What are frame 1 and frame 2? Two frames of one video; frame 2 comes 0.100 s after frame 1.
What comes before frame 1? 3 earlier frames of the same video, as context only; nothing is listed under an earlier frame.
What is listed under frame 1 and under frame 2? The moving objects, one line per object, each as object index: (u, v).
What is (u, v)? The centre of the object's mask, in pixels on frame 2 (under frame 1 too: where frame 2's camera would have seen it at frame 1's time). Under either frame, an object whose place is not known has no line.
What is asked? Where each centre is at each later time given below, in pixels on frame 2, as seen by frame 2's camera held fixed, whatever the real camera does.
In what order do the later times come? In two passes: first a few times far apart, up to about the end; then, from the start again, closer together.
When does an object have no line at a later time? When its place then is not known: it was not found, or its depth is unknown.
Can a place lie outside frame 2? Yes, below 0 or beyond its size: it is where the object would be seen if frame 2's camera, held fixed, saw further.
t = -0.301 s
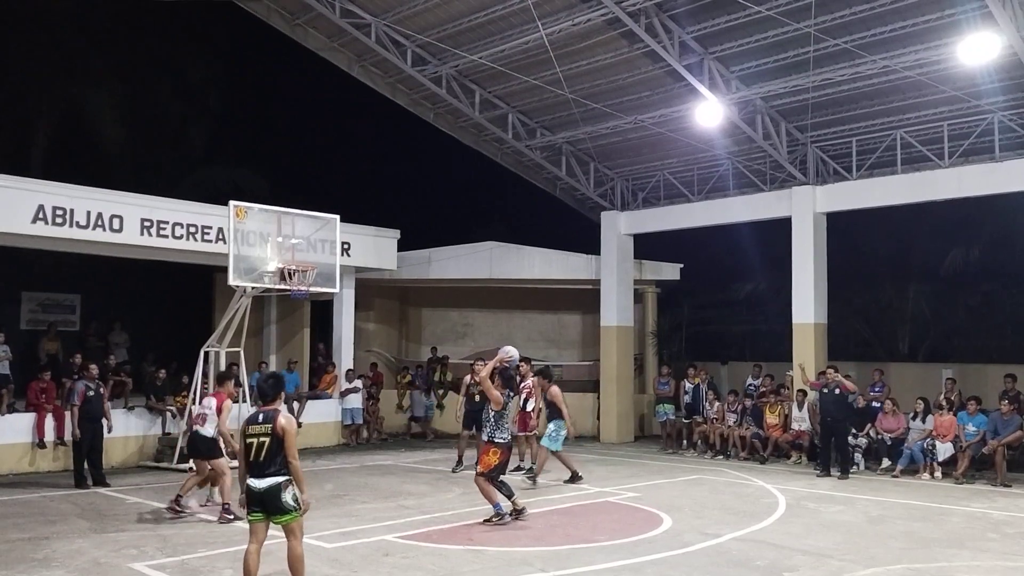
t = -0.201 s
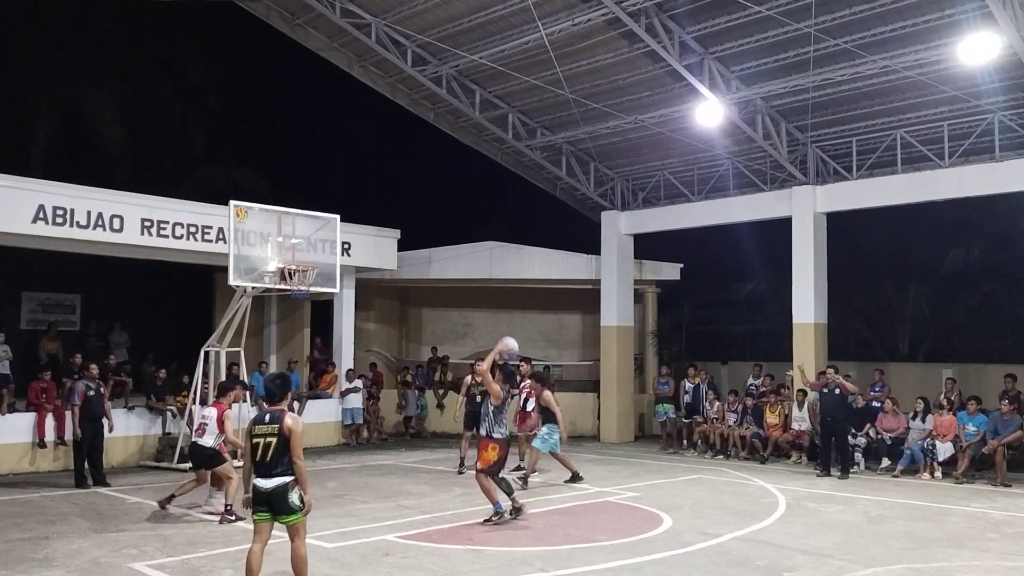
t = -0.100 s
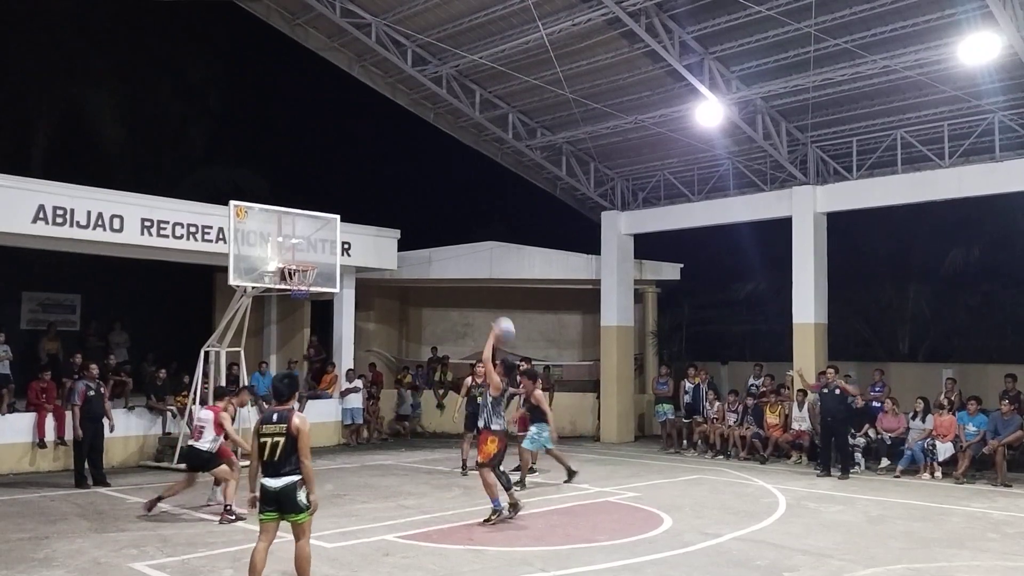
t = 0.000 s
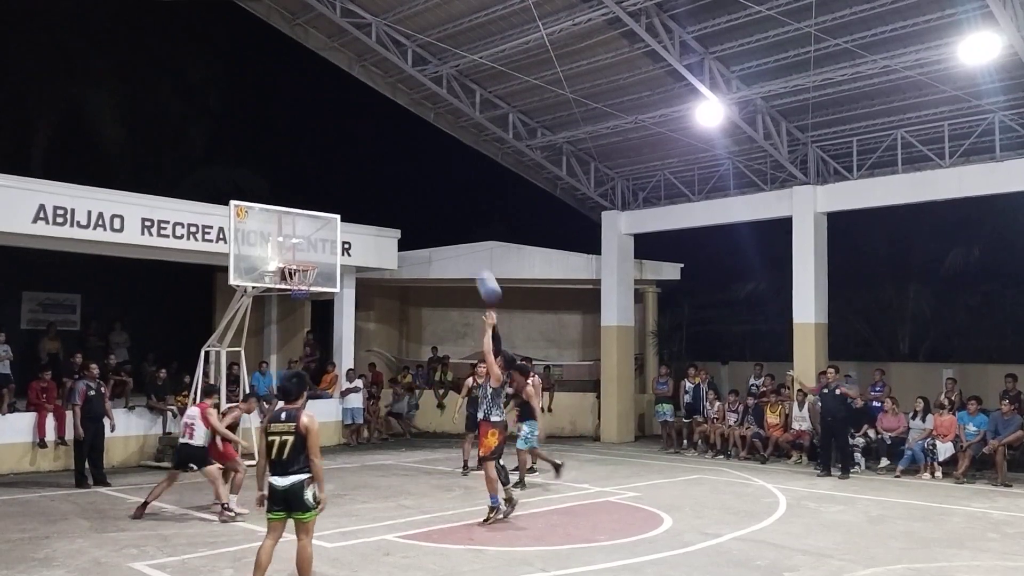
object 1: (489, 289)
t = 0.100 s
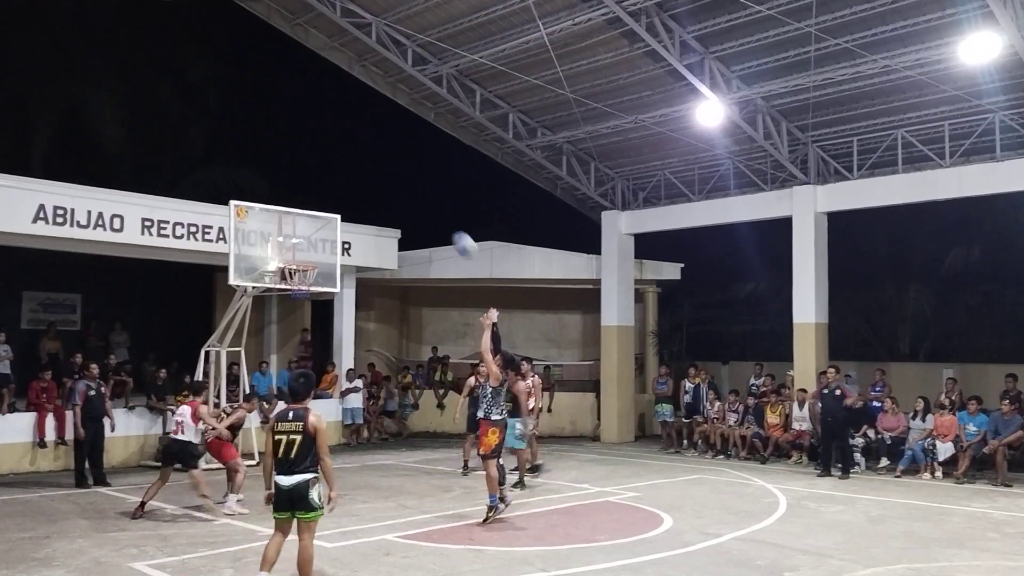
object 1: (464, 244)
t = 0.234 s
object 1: (436, 208)
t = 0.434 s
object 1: (397, 184)
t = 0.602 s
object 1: (369, 186)
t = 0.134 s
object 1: (457, 233)
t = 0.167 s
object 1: (450, 225)
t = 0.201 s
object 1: (443, 216)
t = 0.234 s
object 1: (436, 208)
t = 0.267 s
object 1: (429, 202)
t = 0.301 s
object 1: (423, 197)
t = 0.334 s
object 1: (416, 192)
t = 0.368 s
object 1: (410, 188)
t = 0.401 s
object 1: (404, 186)
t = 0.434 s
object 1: (397, 184)
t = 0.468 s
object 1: (392, 182)
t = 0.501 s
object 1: (386, 182)
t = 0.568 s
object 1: (374, 184)
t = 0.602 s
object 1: (369, 186)
